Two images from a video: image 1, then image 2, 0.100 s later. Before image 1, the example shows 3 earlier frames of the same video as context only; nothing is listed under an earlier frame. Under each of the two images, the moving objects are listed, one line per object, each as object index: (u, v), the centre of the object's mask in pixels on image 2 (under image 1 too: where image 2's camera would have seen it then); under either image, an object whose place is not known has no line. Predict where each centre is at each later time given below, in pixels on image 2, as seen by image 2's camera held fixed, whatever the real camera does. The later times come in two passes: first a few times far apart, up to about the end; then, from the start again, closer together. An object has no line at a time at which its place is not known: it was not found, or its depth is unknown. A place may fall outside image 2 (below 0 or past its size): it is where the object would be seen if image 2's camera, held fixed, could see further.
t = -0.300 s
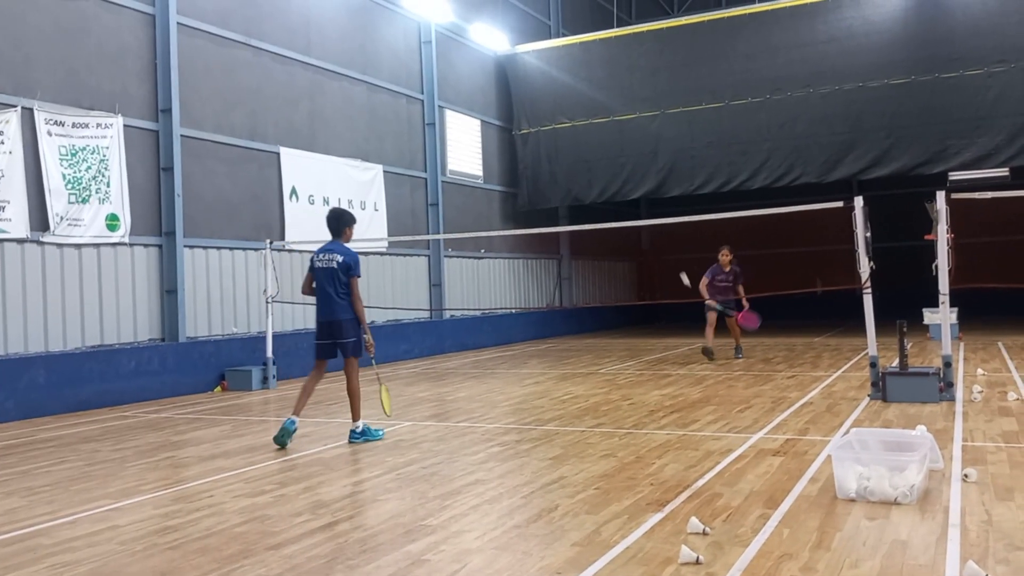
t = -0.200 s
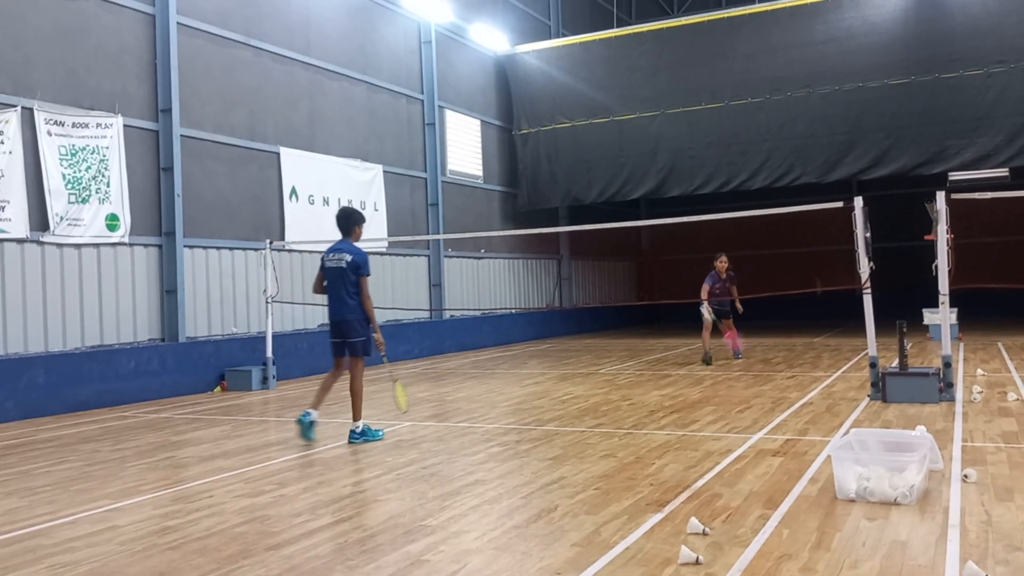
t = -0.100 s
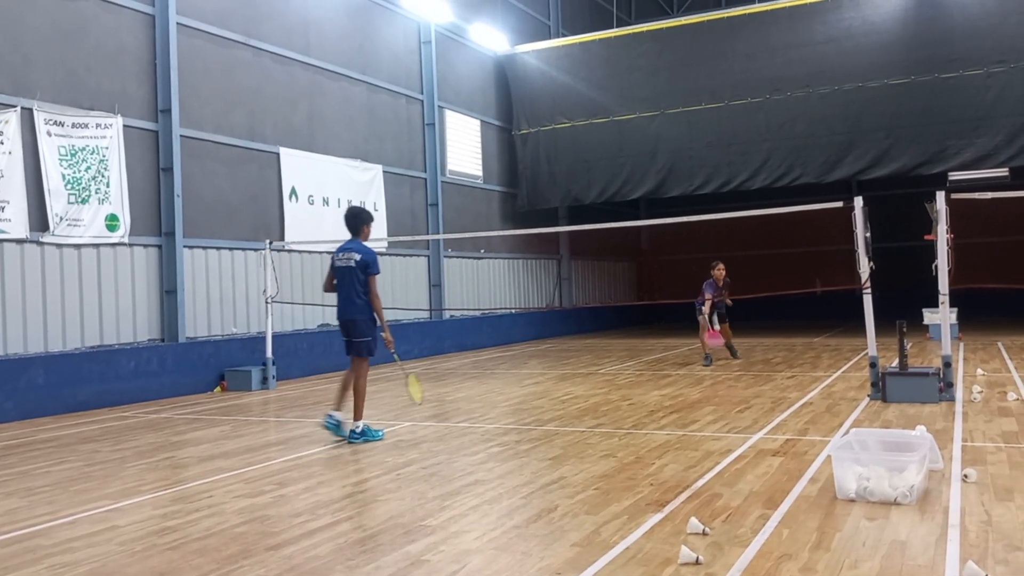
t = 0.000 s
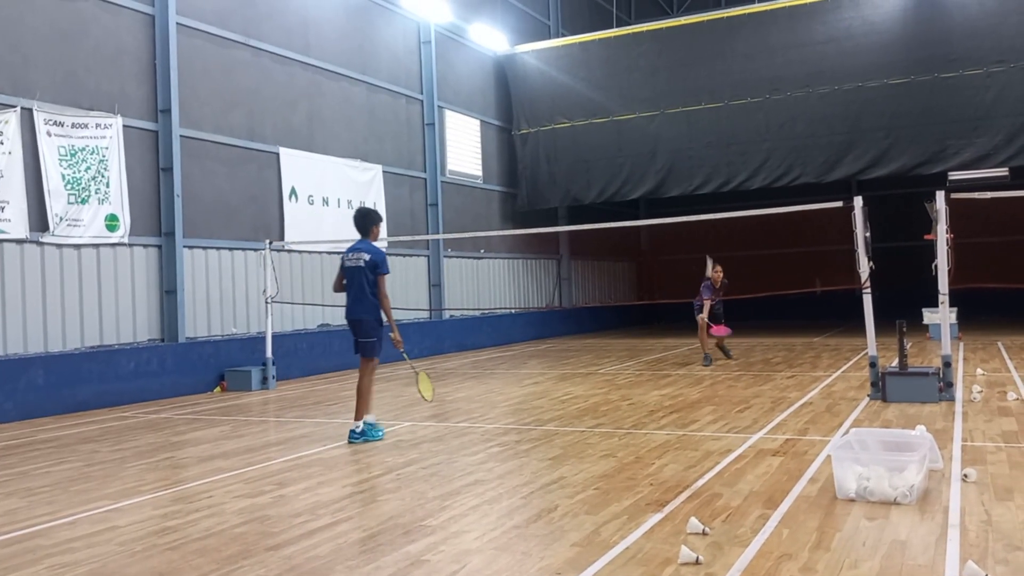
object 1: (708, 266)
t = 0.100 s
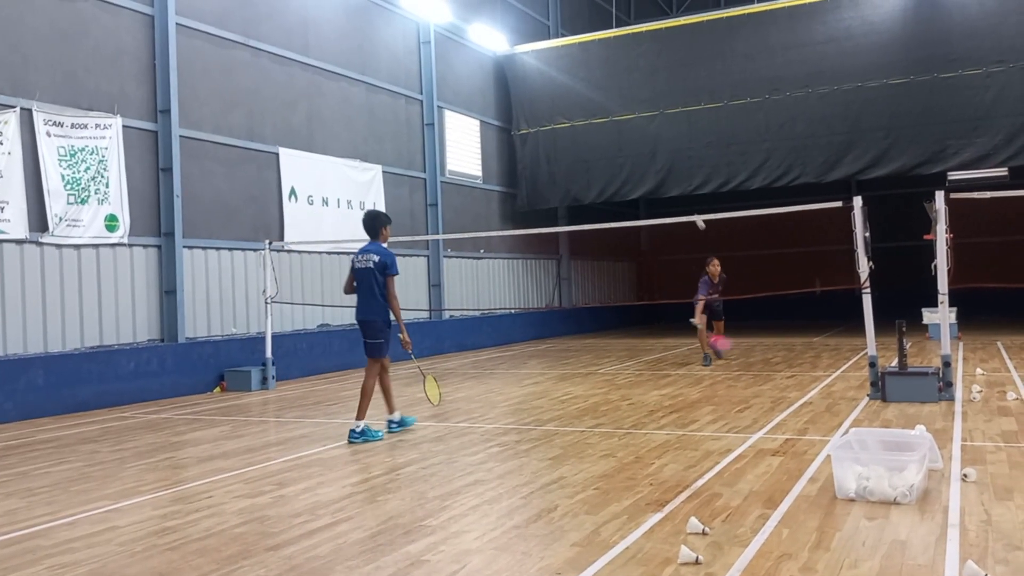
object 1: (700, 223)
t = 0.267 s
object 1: (682, 176)
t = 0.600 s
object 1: (651, 167)
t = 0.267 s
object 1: (682, 176)
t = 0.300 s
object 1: (679, 170)
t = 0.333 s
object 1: (676, 165)
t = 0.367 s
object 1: (673, 161)
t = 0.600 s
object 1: (651, 167)
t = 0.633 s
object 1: (647, 173)
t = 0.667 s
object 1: (644, 181)
